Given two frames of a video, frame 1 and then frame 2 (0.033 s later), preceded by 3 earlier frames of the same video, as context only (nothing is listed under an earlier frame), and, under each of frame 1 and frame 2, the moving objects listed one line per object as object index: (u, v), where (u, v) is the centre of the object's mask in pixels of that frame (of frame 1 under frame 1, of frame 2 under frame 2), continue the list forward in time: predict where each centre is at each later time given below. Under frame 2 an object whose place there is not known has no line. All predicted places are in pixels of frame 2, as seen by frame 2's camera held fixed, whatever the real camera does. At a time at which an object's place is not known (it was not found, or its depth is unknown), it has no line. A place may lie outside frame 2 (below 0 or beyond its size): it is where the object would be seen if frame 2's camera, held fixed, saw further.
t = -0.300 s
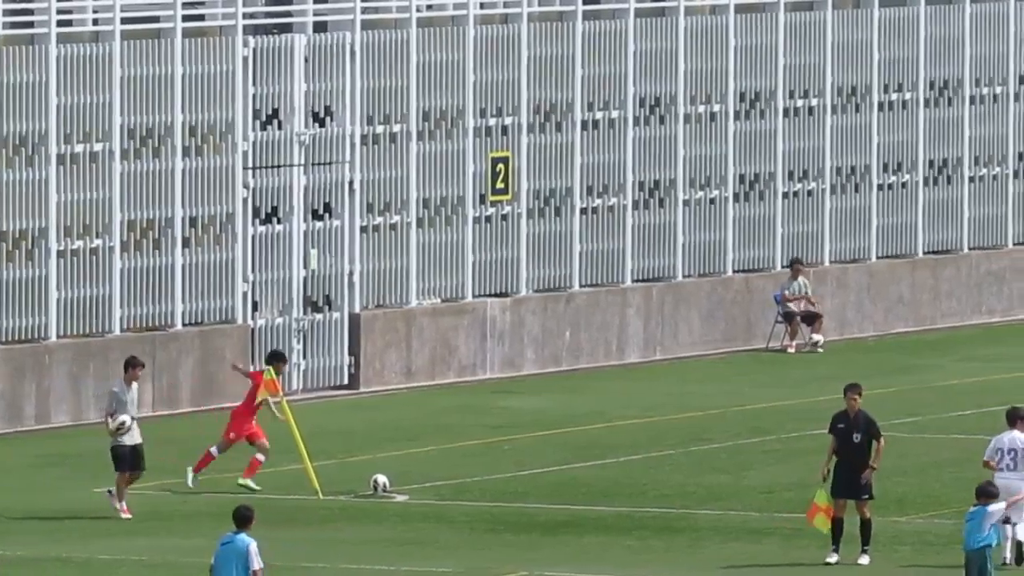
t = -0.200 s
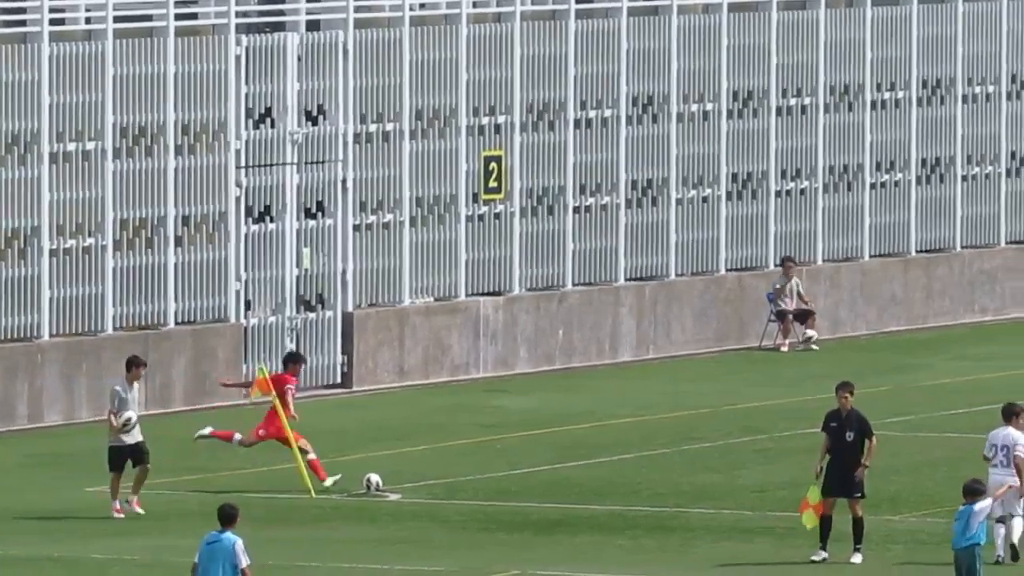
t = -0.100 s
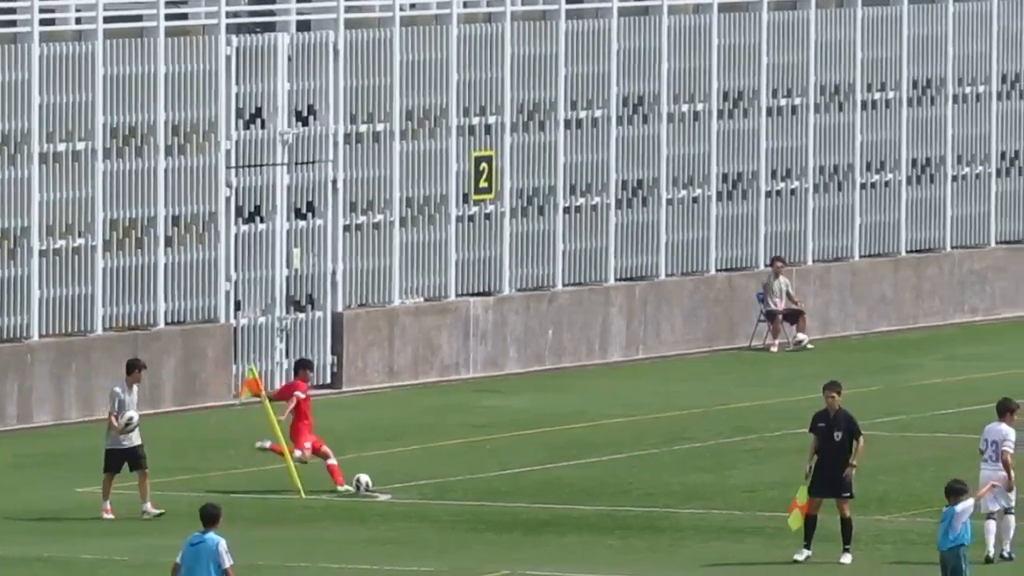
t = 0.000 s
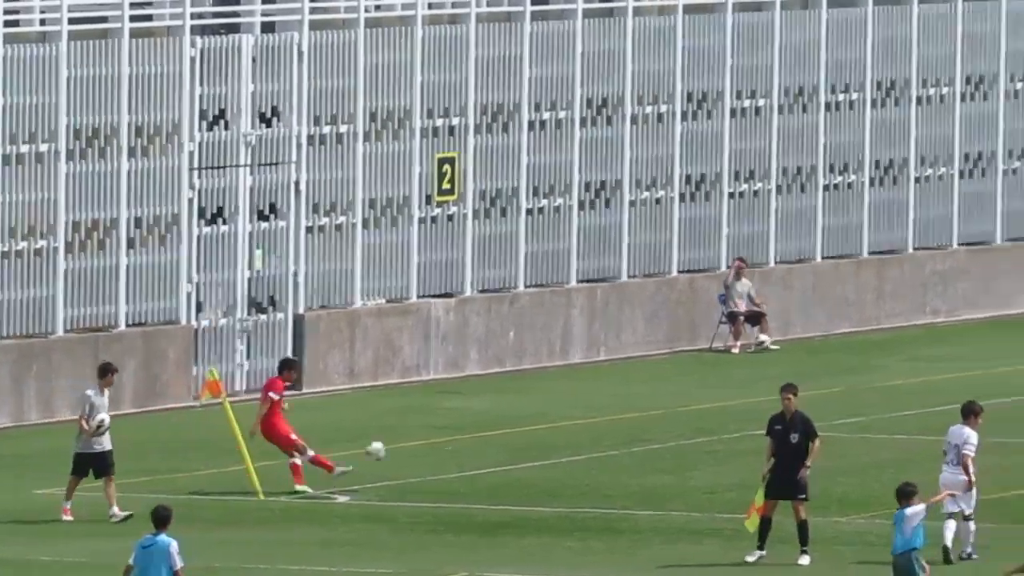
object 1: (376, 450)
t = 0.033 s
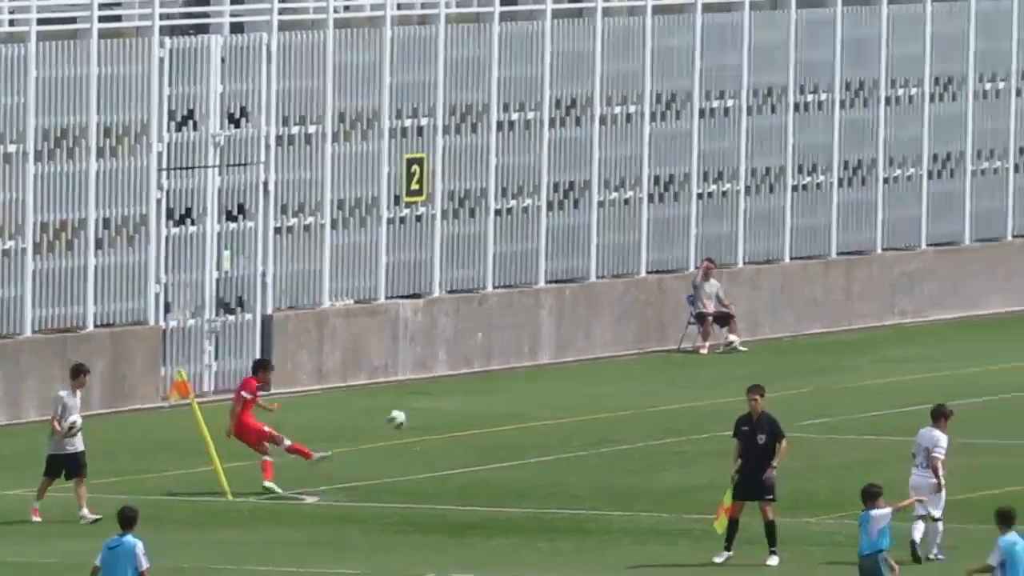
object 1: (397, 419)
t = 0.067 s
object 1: (447, 388)
